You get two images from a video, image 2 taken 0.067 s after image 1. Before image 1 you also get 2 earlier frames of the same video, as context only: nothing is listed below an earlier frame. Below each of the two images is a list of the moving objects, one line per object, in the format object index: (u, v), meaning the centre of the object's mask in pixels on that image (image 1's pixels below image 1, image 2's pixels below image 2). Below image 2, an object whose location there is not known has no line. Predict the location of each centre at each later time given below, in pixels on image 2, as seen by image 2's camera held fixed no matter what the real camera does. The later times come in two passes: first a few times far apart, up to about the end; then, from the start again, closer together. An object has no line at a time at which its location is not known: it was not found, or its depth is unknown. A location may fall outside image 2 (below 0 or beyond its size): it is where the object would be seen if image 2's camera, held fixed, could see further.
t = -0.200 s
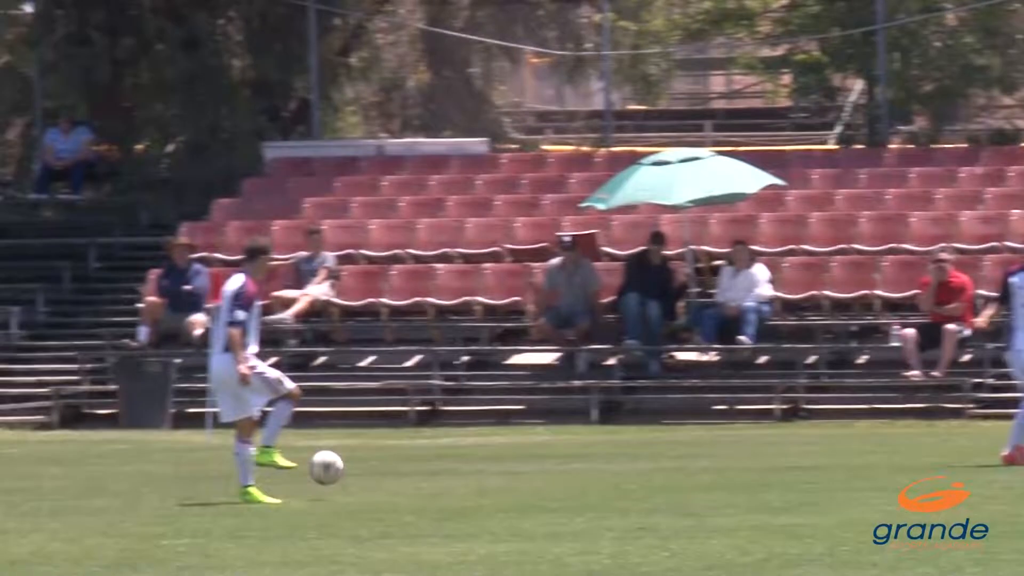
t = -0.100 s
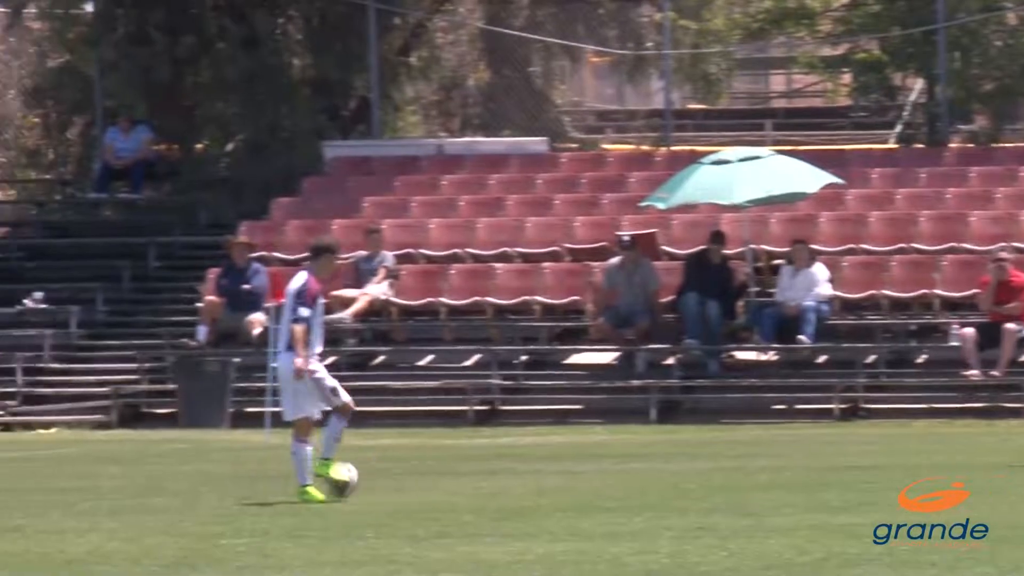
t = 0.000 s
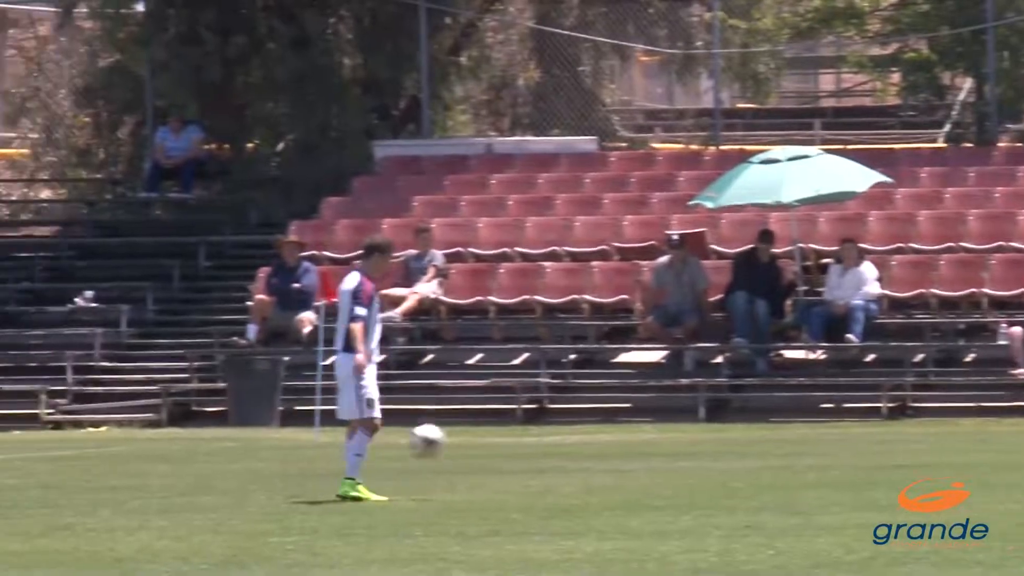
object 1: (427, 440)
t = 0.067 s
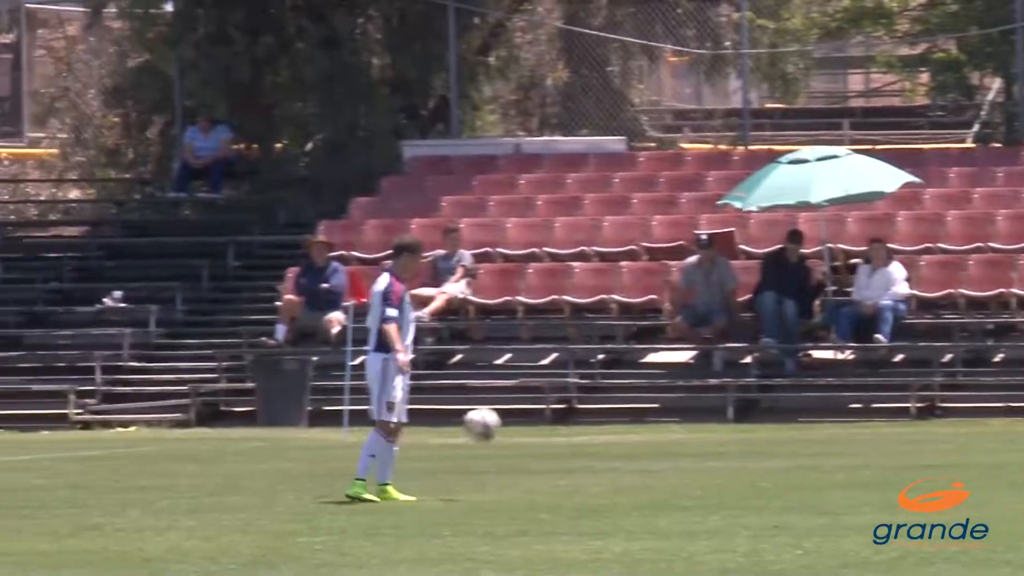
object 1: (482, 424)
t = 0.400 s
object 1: (622, 445)
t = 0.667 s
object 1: (663, 455)
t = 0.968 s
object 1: (672, 486)
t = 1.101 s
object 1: (682, 469)
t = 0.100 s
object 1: (495, 419)
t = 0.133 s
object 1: (508, 415)
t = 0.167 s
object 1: (523, 414)
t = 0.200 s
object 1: (537, 413)
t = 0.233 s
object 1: (550, 415)
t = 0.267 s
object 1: (564, 417)
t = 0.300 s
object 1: (577, 422)
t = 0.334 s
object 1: (592, 428)
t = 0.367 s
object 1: (606, 436)
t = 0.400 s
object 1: (622, 445)
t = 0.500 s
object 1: (657, 485)
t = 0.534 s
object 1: (658, 479)
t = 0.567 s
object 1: (659, 470)
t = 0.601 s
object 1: (661, 463)
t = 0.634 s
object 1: (662, 458)
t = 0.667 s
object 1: (663, 455)
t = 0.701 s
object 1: (664, 453)
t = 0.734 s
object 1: (665, 453)
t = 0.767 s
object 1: (666, 455)
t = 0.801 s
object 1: (666, 458)
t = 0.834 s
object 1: (668, 463)
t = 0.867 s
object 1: (669, 469)
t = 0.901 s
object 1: (669, 478)
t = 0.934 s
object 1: (670, 488)
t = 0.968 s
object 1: (672, 486)
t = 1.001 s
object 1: (677, 479)
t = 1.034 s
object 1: (680, 474)
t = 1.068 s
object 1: (683, 471)
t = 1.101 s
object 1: (682, 469)
